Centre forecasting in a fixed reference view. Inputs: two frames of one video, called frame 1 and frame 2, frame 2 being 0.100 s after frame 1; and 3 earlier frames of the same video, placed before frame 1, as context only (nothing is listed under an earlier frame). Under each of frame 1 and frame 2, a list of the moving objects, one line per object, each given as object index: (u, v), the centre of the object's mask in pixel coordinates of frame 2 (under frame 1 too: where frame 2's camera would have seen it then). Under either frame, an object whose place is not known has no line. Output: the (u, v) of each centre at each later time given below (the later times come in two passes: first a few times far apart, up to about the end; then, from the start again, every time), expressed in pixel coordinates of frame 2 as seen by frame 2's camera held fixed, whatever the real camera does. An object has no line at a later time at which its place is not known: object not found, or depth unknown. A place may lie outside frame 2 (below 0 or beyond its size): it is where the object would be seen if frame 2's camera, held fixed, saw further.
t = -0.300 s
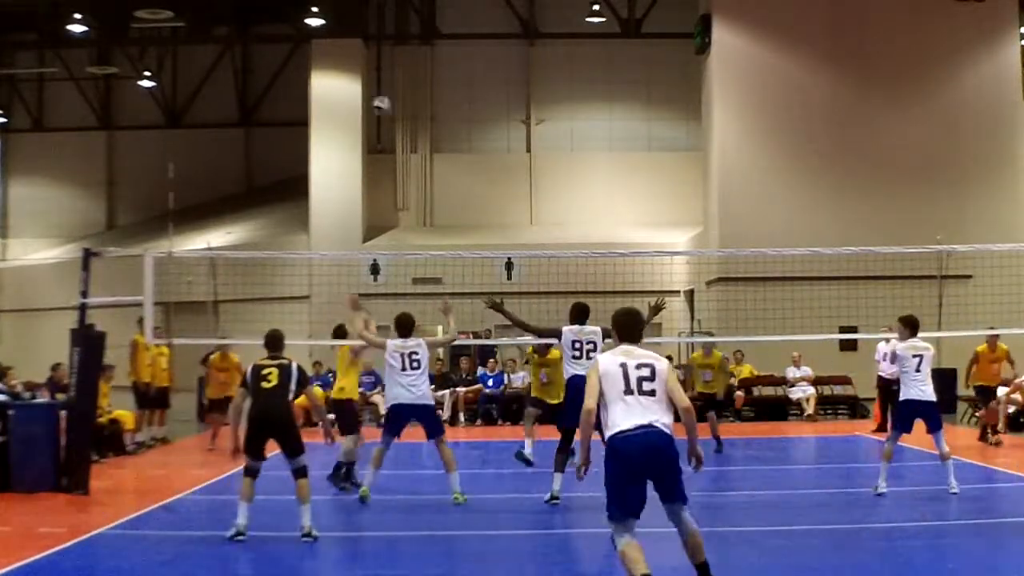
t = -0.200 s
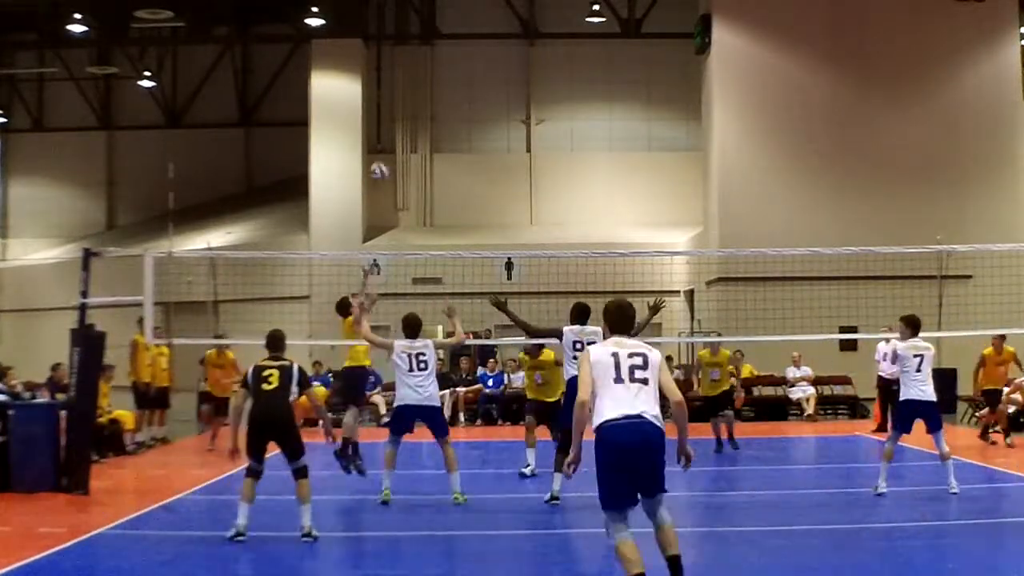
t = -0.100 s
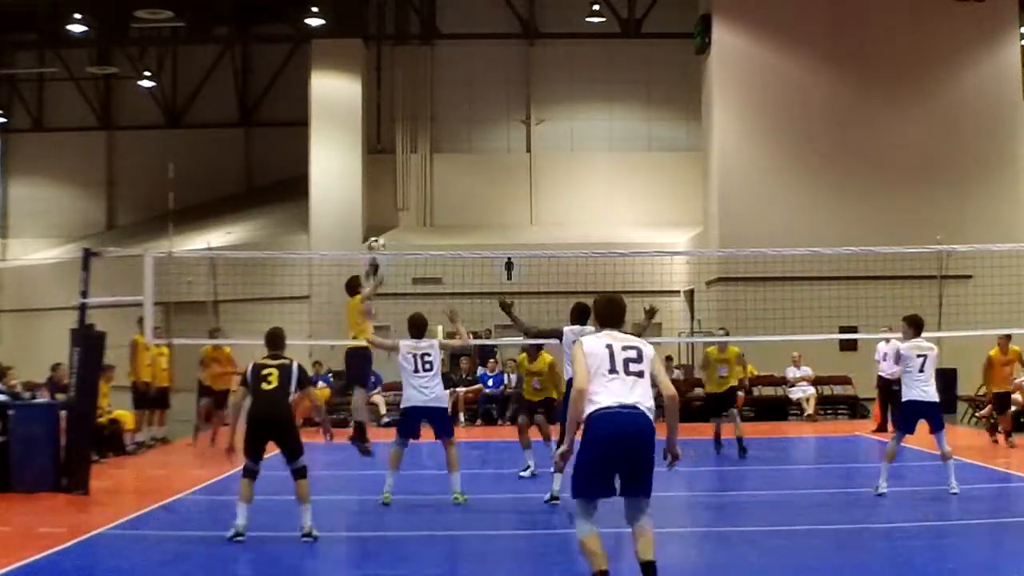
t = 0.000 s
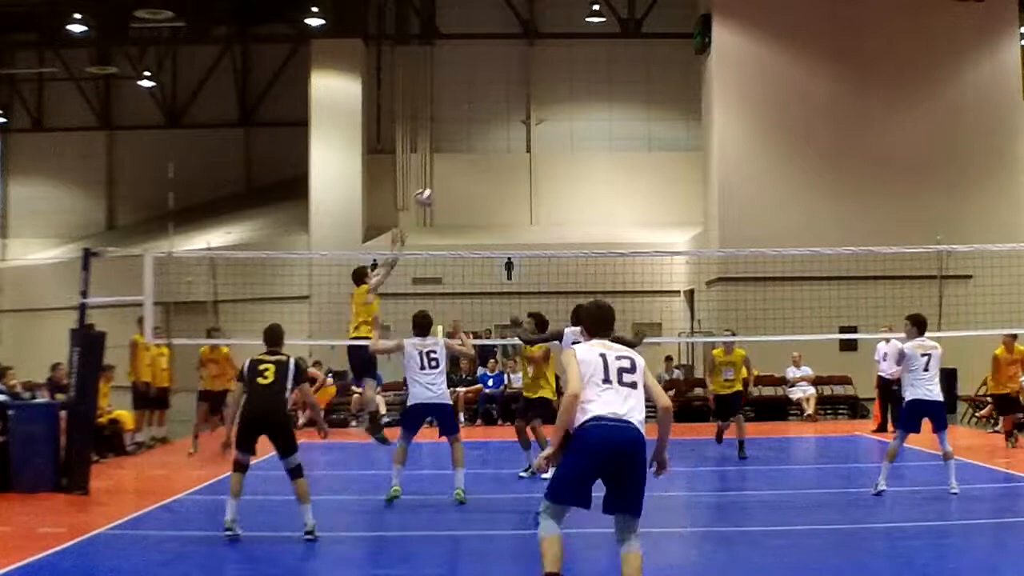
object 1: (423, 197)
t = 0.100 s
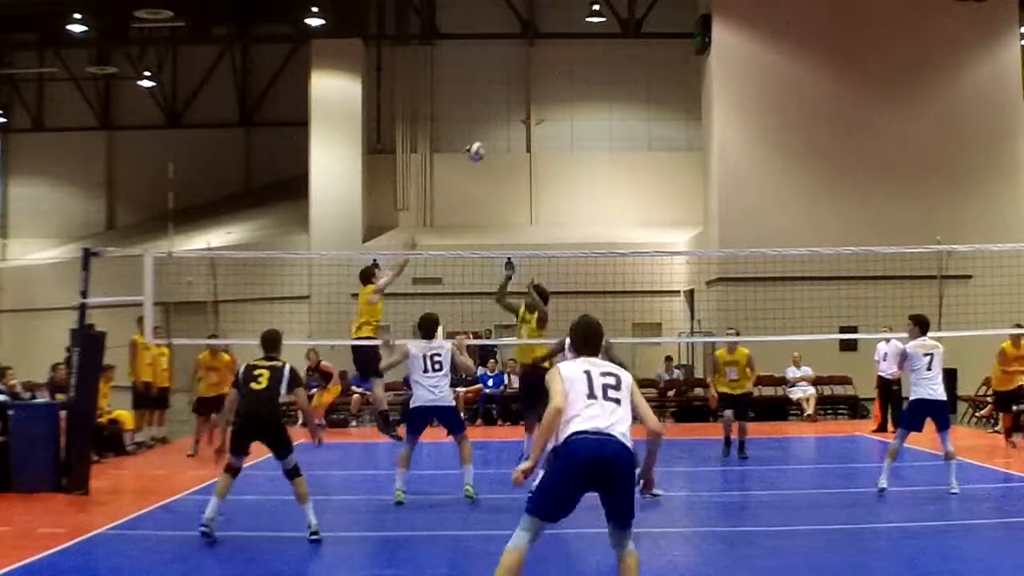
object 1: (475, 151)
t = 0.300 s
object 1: (573, 87)
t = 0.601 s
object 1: (710, 62)
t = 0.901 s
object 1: (843, 115)
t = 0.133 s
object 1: (492, 138)
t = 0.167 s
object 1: (507, 126)
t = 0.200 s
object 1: (525, 115)
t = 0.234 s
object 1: (541, 104)
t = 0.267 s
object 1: (557, 94)
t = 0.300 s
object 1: (573, 87)
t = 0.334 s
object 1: (588, 80)
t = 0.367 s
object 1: (604, 75)
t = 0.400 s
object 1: (619, 69)
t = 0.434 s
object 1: (634, 65)
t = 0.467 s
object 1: (649, 62)
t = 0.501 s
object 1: (665, 60)
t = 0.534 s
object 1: (679, 59)
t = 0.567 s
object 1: (694, 59)
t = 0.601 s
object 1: (710, 62)
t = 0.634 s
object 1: (726, 64)
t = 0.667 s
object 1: (740, 67)
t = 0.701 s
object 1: (756, 71)
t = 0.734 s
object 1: (770, 77)
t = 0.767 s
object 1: (785, 83)
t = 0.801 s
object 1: (799, 88)
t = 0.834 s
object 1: (813, 96)
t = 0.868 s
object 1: (828, 105)
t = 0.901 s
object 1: (843, 115)
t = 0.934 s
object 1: (857, 127)
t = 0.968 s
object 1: (872, 138)
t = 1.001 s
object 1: (887, 151)
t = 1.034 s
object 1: (900, 165)
